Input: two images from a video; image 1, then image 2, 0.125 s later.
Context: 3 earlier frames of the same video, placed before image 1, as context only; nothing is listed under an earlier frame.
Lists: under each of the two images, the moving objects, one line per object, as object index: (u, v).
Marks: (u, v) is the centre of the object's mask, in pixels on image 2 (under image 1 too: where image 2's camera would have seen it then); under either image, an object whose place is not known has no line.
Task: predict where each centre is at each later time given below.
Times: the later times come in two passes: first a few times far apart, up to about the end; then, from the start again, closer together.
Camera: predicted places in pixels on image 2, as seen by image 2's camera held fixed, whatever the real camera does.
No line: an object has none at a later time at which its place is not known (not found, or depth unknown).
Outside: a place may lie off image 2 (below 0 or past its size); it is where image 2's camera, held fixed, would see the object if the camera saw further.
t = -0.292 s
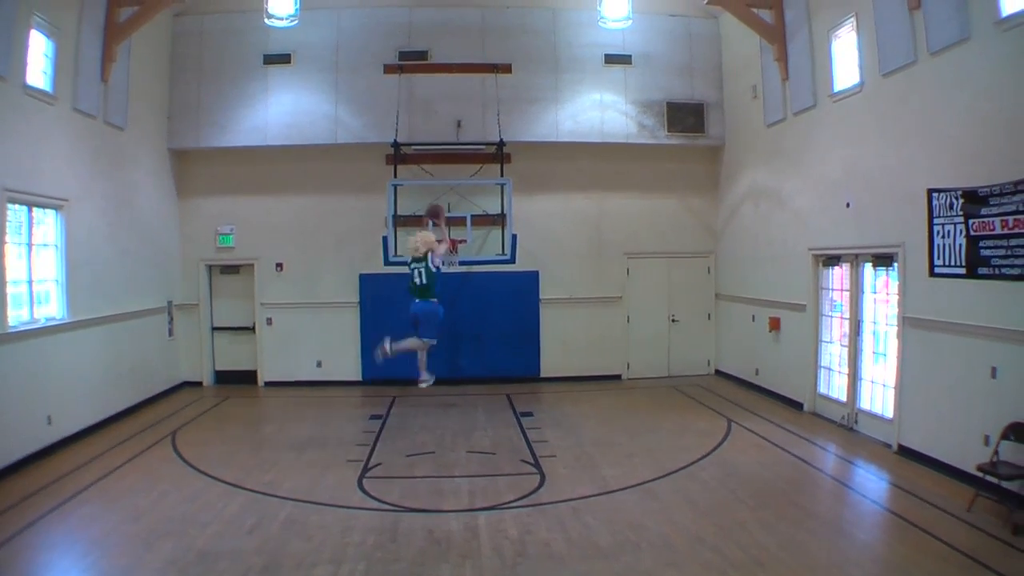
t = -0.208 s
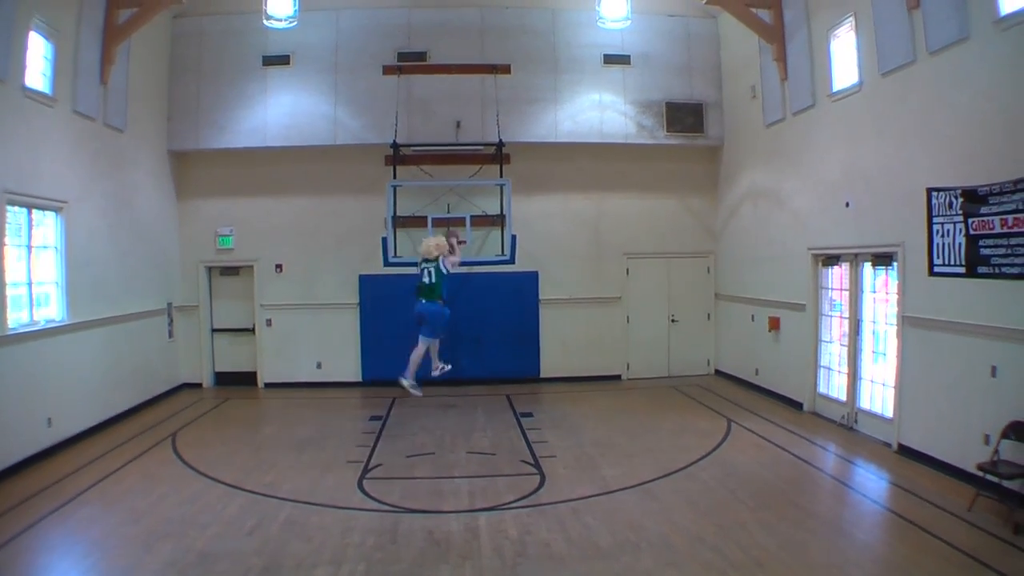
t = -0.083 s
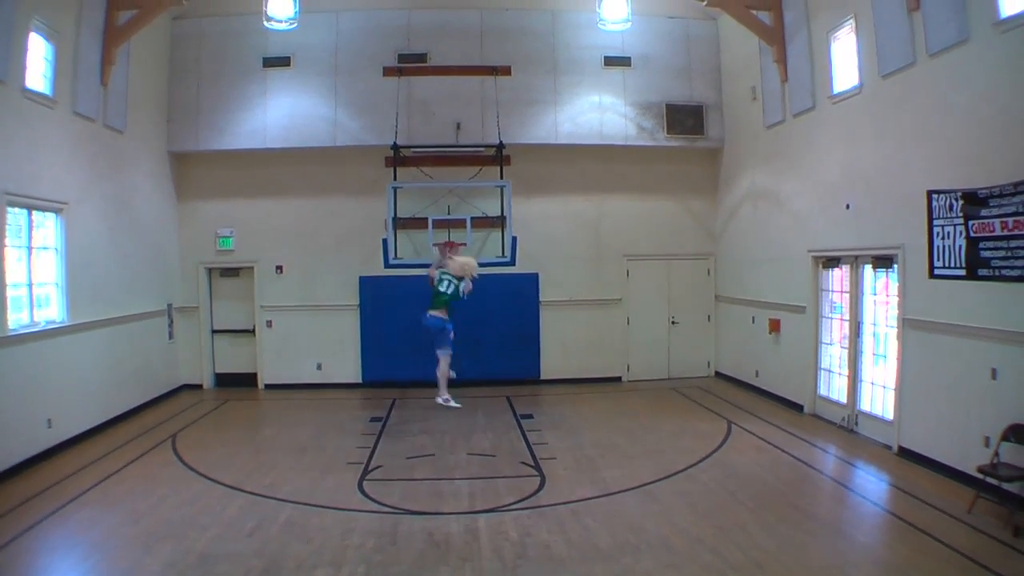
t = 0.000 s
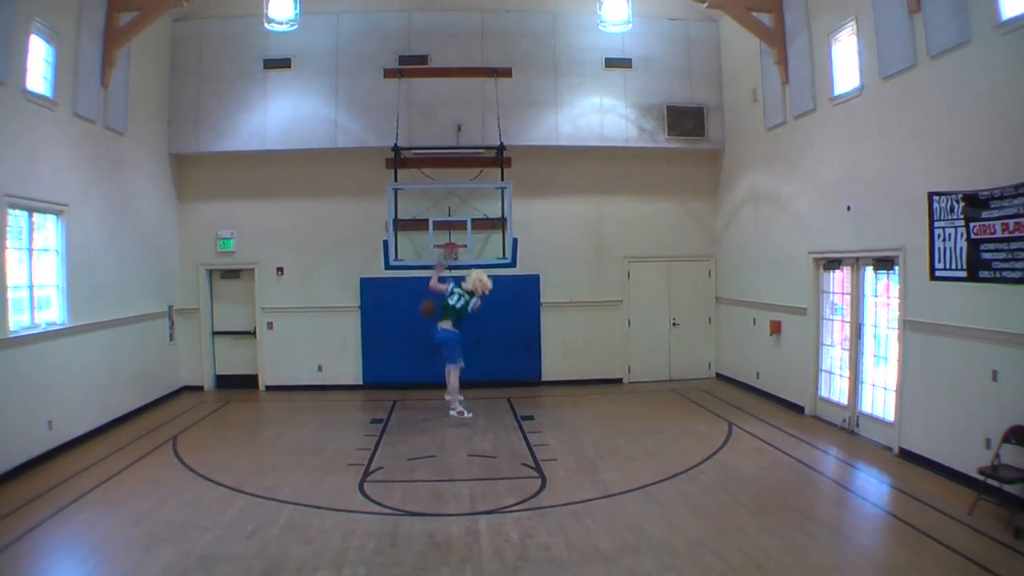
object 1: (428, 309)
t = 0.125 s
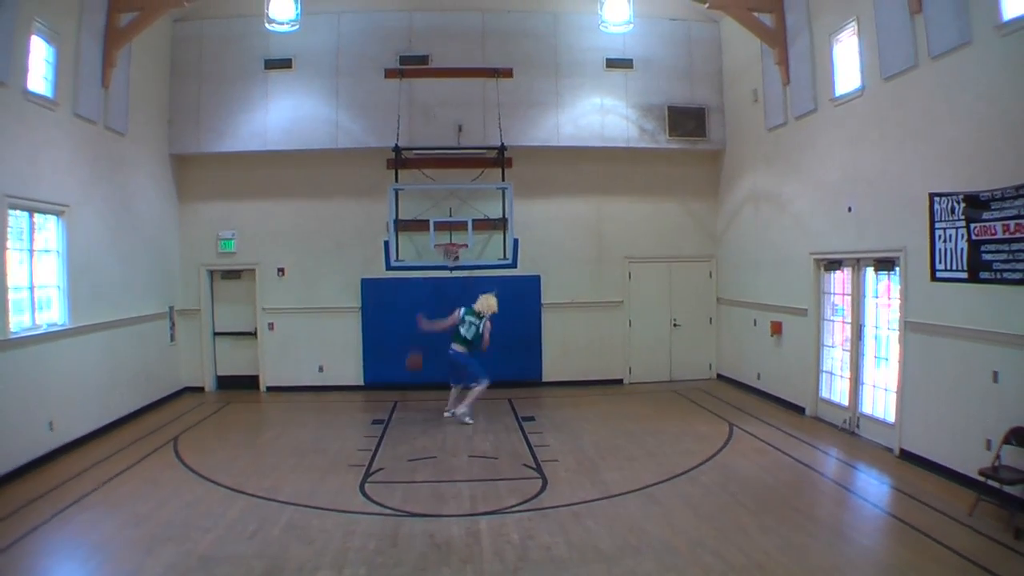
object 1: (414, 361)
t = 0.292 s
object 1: (395, 405)
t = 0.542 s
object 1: (369, 332)
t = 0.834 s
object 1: (337, 307)
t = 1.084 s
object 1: (309, 344)
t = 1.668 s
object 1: (232, 394)
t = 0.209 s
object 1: (403, 404)
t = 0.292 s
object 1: (395, 405)
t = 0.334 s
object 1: (391, 387)
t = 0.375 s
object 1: (386, 372)
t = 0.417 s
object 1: (382, 361)
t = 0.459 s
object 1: (377, 351)
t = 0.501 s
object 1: (374, 340)
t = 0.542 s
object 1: (369, 332)
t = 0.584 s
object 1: (365, 324)
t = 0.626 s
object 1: (361, 317)
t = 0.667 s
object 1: (356, 313)
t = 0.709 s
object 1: (352, 310)
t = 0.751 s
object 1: (346, 306)
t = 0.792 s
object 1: (342, 305)
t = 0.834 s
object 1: (337, 307)
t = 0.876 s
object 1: (333, 309)
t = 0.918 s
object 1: (329, 312)
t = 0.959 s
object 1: (323, 317)
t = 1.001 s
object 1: (319, 324)
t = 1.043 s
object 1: (313, 334)
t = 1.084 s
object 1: (309, 344)
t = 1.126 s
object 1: (304, 356)
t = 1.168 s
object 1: (300, 370)
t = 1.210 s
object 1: (295, 388)
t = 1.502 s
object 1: (259, 429)
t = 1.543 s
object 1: (252, 418)
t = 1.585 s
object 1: (245, 409)
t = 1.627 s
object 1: (239, 403)
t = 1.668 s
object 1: (232, 394)
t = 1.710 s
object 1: (225, 390)
